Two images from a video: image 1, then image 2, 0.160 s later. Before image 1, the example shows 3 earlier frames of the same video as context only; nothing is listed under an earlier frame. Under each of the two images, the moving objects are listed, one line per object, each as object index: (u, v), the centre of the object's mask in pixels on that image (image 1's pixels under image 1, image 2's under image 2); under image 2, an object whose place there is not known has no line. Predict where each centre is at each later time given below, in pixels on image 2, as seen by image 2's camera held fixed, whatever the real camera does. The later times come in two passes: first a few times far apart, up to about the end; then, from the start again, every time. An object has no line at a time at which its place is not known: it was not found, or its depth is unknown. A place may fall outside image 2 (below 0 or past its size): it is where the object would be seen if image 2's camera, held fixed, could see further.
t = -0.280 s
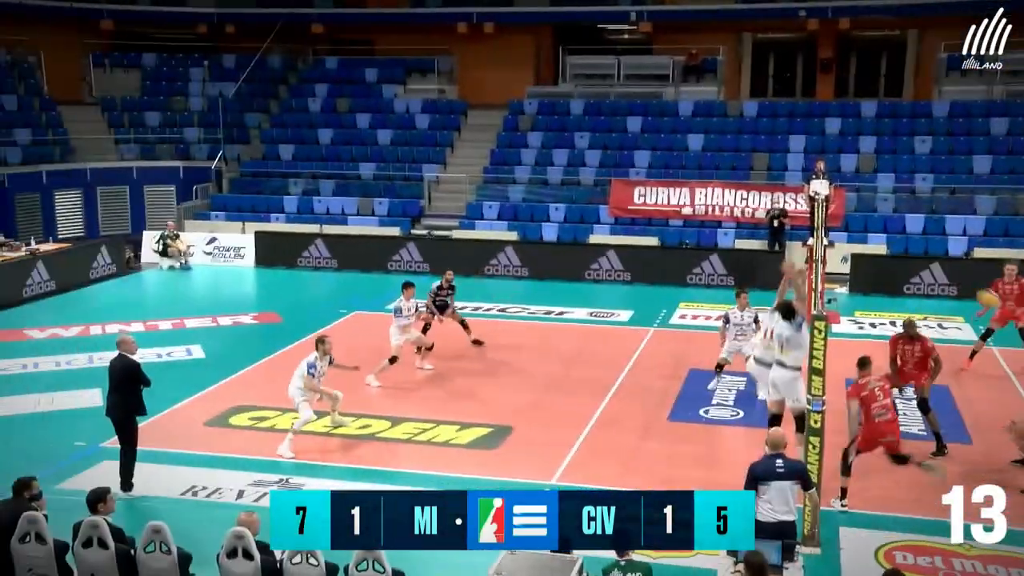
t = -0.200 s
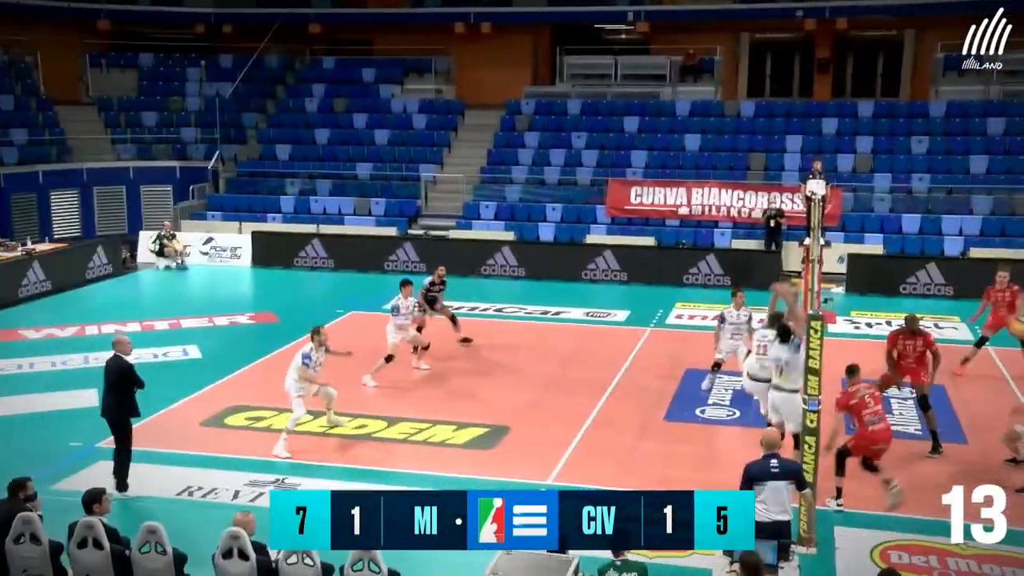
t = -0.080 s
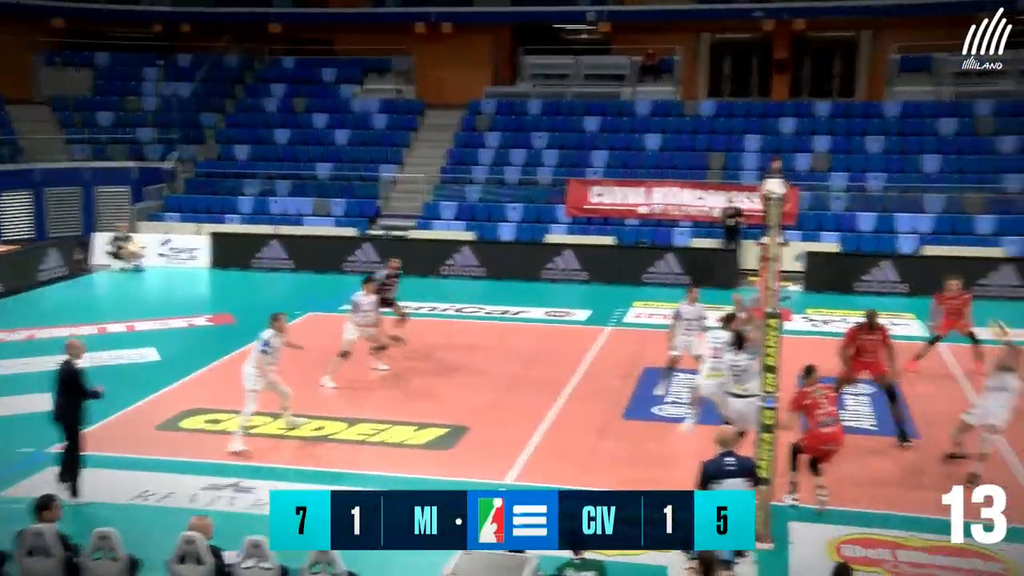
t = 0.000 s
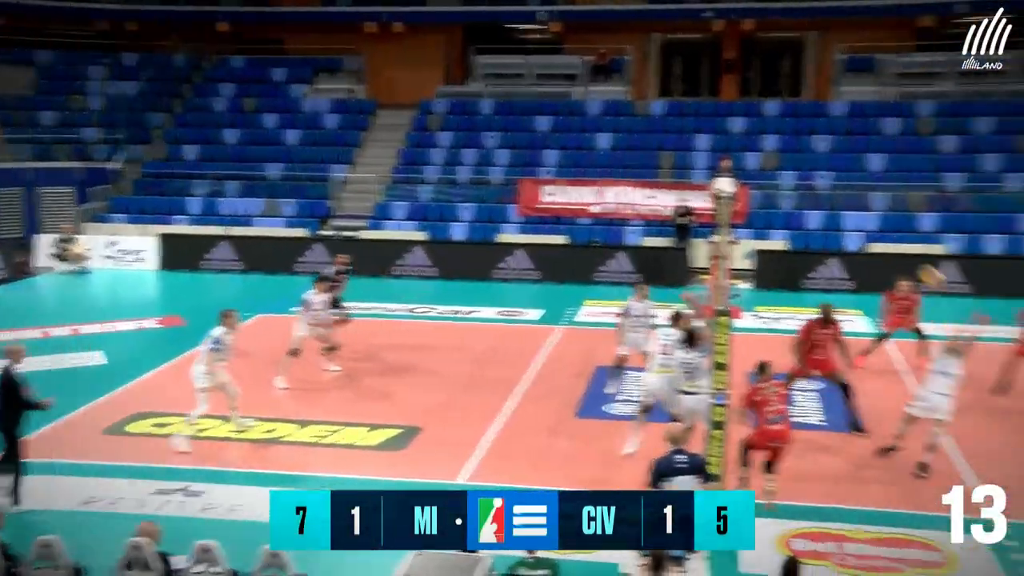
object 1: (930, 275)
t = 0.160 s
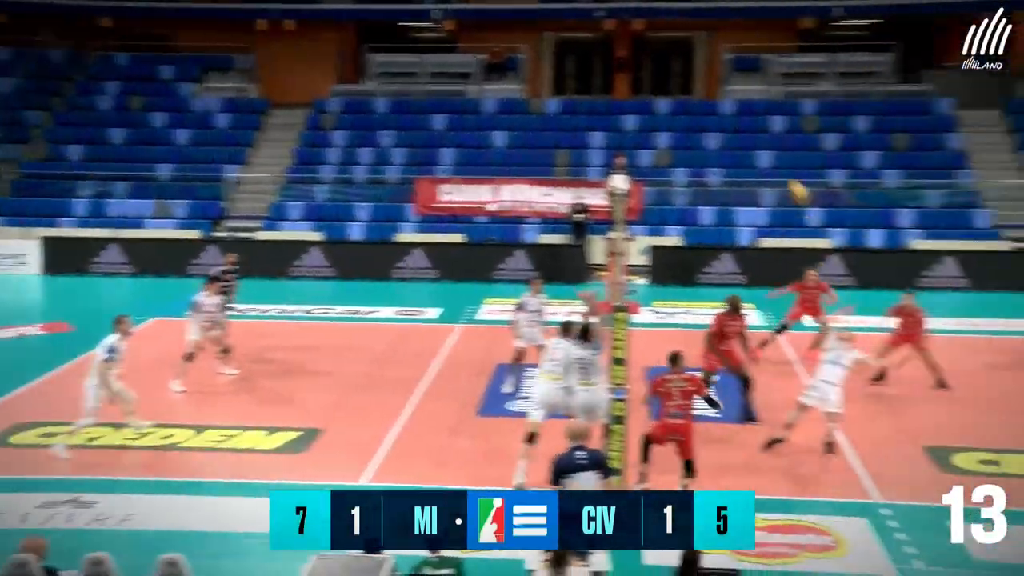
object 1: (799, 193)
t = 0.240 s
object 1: (788, 160)
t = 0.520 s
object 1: (750, 96)
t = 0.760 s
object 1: (719, 90)
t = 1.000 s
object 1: (690, 123)
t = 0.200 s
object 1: (793, 175)
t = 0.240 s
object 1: (788, 160)
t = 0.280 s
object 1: (783, 147)
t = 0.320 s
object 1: (777, 135)
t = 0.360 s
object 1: (772, 125)
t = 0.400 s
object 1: (766, 115)
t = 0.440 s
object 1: (761, 108)
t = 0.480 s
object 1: (756, 101)
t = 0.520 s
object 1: (750, 96)
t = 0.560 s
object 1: (745, 92)
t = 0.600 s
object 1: (740, 89)
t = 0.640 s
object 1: (734, 88)
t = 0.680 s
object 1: (729, 87)
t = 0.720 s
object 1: (724, 88)
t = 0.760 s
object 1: (719, 90)
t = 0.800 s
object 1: (714, 93)
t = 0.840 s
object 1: (709, 97)
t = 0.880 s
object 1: (703, 102)
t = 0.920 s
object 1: (699, 108)
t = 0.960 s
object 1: (694, 115)
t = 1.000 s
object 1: (690, 123)
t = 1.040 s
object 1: (684, 132)
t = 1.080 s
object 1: (680, 142)
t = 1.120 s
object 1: (675, 152)
